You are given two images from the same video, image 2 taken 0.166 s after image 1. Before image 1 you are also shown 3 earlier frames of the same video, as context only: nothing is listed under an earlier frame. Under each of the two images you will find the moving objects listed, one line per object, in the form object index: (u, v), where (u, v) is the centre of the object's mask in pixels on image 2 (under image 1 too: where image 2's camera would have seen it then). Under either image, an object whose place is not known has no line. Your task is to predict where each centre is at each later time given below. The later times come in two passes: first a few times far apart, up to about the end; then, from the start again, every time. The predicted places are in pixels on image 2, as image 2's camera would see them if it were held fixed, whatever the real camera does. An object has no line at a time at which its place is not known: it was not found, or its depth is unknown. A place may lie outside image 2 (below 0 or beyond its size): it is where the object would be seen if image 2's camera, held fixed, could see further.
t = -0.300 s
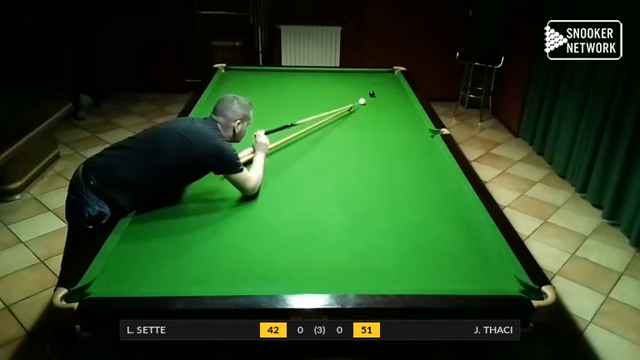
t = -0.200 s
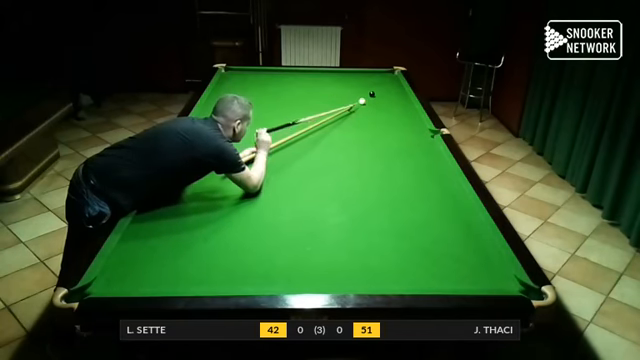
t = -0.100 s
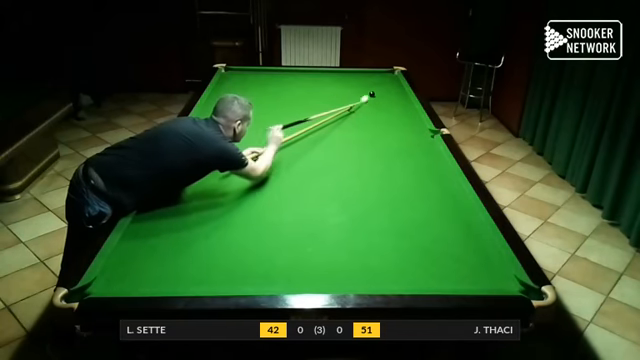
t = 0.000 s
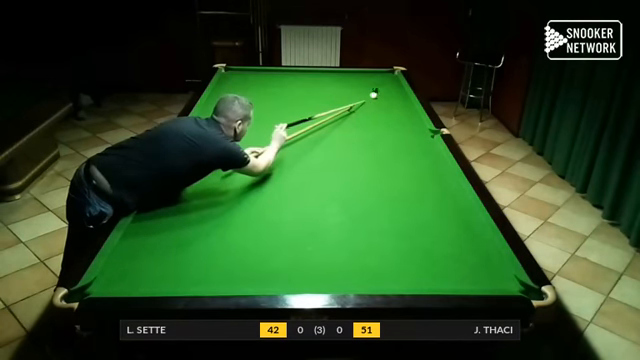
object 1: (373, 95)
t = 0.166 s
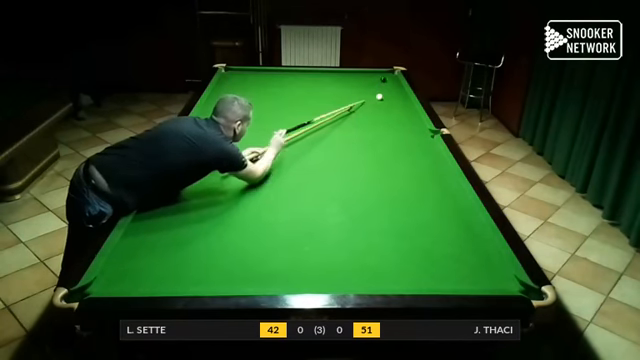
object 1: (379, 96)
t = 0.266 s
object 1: (382, 97)
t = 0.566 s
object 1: (388, 100)
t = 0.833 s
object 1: (394, 102)
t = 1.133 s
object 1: (400, 105)
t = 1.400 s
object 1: (404, 107)
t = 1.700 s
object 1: (409, 108)
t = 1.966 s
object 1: (412, 110)
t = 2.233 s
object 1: (414, 111)
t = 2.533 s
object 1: (413, 112)
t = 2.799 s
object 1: (412, 112)
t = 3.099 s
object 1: (412, 112)
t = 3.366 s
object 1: (412, 113)
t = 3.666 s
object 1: (412, 113)
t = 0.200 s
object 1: (380, 97)
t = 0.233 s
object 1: (381, 97)
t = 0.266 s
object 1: (382, 97)
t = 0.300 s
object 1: (382, 97)
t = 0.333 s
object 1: (383, 98)
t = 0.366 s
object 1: (384, 98)
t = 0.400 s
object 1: (385, 99)
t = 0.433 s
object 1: (385, 99)
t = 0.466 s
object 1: (386, 99)
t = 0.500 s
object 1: (387, 99)
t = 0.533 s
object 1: (388, 100)
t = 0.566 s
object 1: (388, 100)
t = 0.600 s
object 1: (389, 100)
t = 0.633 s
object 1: (390, 101)
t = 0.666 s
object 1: (390, 101)
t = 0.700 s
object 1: (391, 101)
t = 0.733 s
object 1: (392, 102)
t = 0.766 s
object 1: (392, 102)
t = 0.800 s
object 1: (393, 102)
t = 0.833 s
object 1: (394, 102)
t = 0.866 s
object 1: (395, 103)
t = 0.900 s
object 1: (395, 103)
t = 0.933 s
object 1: (396, 103)
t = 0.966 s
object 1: (396, 103)
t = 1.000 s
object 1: (397, 104)
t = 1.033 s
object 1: (398, 104)
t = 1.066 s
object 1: (398, 104)
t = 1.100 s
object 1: (399, 104)
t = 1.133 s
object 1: (400, 105)
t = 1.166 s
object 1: (400, 105)
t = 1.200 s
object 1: (401, 105)
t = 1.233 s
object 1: (402, 105)
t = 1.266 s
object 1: (402, 105)
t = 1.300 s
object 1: (403, 106)
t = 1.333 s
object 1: (403, 106)
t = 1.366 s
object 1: (404, 106)
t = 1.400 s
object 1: (404, 107)
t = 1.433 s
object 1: (405, 107)
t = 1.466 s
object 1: (405, 107)
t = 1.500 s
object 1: (406, 107)
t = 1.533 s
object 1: (406, 107)
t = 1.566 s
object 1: (407, 107)
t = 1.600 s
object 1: (408, 108)
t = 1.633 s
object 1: (408, 108)
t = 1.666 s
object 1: (408, 108)
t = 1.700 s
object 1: (409, 108)
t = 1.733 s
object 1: (410, 108)
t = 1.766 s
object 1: (410, 109)
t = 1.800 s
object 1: (410, 109)
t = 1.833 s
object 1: (411, 109)
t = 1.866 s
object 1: (411, 109)
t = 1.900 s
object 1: (412, 109)
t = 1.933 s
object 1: (412, 110)
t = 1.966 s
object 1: (412, 110)
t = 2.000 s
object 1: (413, 110)
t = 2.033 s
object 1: (413, 110)
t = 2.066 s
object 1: (414, 110)
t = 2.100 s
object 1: (414, 110)
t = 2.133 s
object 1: (414, 110)
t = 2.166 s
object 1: (414, 111)
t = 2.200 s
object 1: (414, 111)
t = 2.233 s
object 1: (414, 111)
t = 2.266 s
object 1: (414, 111)
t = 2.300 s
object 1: (414, 111)
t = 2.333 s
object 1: (414, 111)
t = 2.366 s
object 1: (414, 111)
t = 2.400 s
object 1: (413, 111)
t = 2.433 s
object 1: (413, 111)
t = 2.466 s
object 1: (413, 111)
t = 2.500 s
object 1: (413, 112)
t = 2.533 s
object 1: (413, 112)
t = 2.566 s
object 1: (413, 112)
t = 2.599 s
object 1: (413, 112)
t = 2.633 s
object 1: (413, 112)
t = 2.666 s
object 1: (413, 112)
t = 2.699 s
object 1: (412, 112)
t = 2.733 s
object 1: (412, 112)
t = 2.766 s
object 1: (412, 112)
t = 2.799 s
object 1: (412, 112)
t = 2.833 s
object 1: (412, 112)
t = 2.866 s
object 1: (412, 112)
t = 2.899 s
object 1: (412, 112)
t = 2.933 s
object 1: (412, 112)
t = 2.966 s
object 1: (412, 112)
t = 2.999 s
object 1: (412, 112)
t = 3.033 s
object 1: (412, 112)
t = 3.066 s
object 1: (412, 112)
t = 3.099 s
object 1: (412, 112)
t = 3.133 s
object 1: (412, 112)
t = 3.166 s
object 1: (412, 112)
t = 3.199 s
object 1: (412, 112)
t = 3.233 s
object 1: (412, 112)
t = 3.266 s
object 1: (412, 112)
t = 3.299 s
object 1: (412, 113)
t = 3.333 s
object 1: (412, 113)
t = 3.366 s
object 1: (412, 113)
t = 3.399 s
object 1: (412, 113)
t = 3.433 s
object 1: (412, 113)
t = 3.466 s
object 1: (412, 113)
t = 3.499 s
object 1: (412, 113)
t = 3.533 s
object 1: (412, 113)
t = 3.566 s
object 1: (412, 113)
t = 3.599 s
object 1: (412, 113)
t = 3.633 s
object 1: (412, 113)
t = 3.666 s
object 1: (412, 113)
